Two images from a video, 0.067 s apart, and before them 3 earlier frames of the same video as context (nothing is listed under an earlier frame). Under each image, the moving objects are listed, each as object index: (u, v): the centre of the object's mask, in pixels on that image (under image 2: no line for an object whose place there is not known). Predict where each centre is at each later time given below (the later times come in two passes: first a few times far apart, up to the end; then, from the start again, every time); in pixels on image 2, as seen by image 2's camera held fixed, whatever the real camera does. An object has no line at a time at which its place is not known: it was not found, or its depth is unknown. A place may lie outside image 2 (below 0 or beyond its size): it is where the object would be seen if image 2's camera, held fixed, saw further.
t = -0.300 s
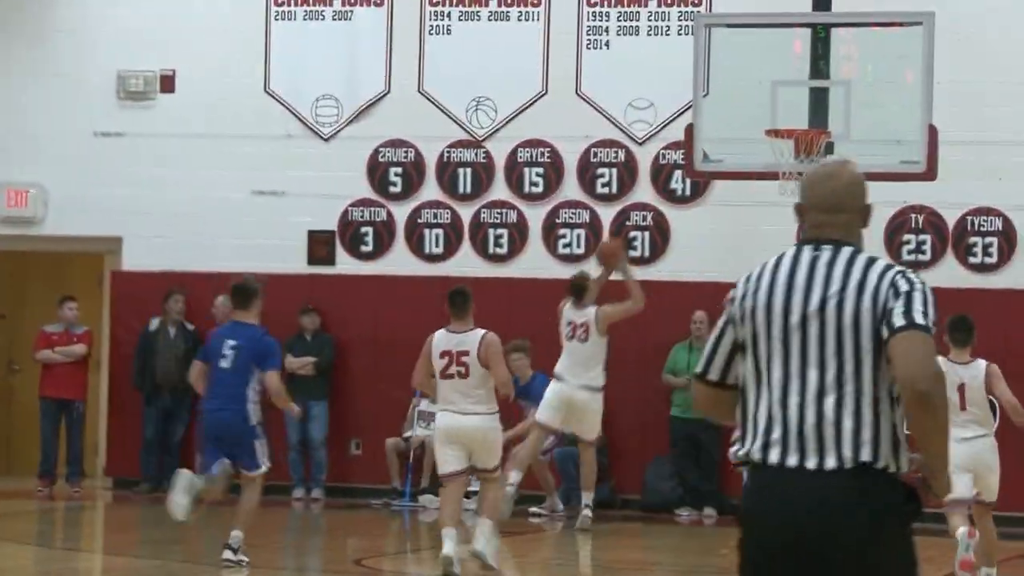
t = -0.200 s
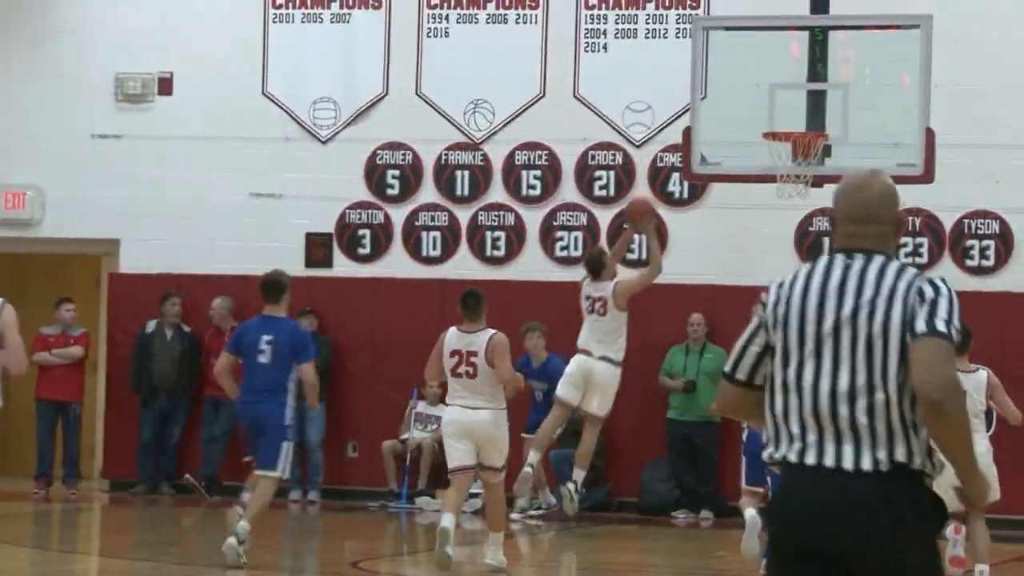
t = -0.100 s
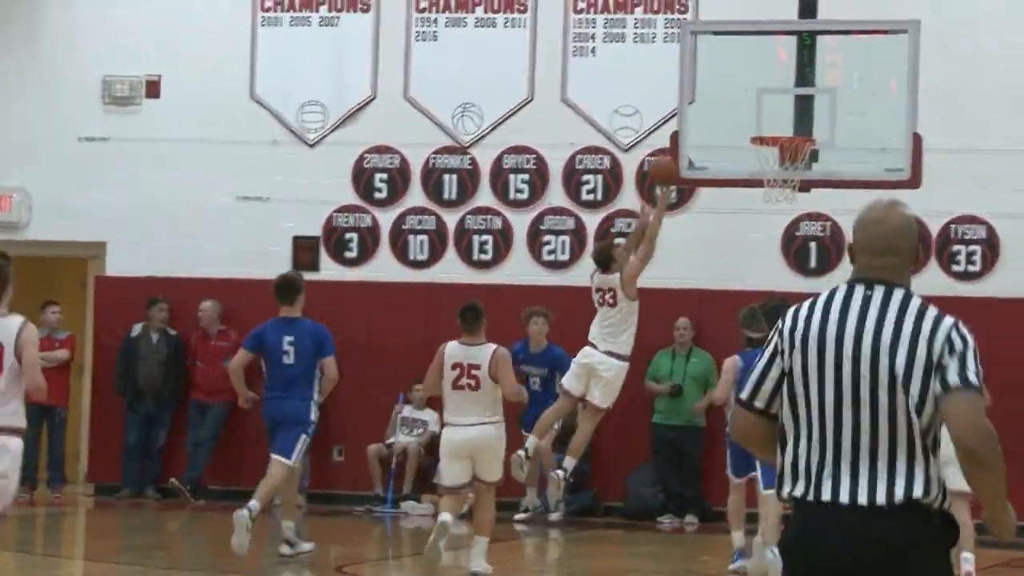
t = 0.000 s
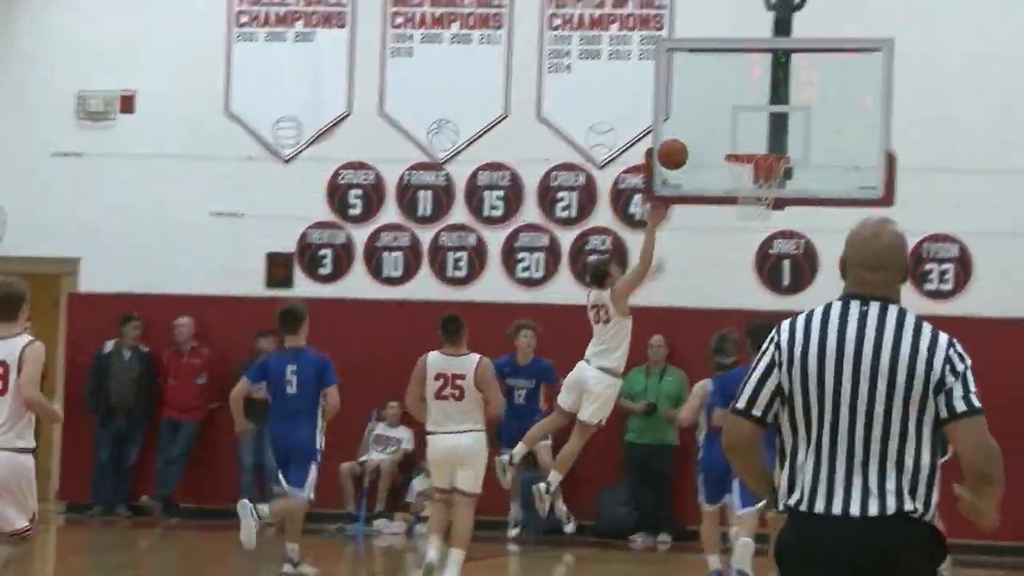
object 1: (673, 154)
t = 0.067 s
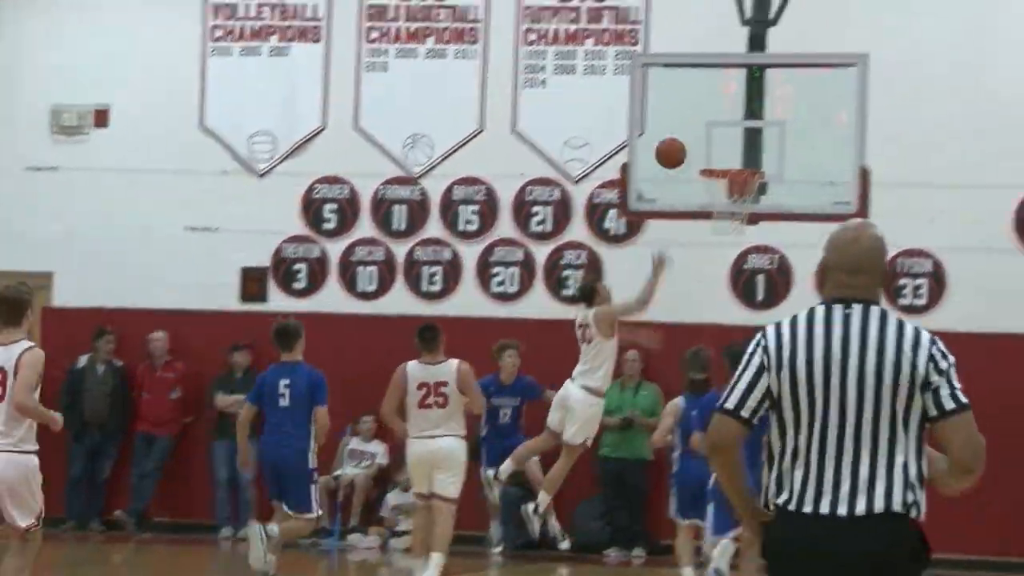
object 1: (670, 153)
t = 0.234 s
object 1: (695, 151)
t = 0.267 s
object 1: (699, 155)
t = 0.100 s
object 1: (679, 149)
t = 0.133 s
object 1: (683, 147)
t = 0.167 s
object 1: (687, 147)
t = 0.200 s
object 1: (692, 148)
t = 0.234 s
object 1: (695, 151)
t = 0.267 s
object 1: (699, 155)
